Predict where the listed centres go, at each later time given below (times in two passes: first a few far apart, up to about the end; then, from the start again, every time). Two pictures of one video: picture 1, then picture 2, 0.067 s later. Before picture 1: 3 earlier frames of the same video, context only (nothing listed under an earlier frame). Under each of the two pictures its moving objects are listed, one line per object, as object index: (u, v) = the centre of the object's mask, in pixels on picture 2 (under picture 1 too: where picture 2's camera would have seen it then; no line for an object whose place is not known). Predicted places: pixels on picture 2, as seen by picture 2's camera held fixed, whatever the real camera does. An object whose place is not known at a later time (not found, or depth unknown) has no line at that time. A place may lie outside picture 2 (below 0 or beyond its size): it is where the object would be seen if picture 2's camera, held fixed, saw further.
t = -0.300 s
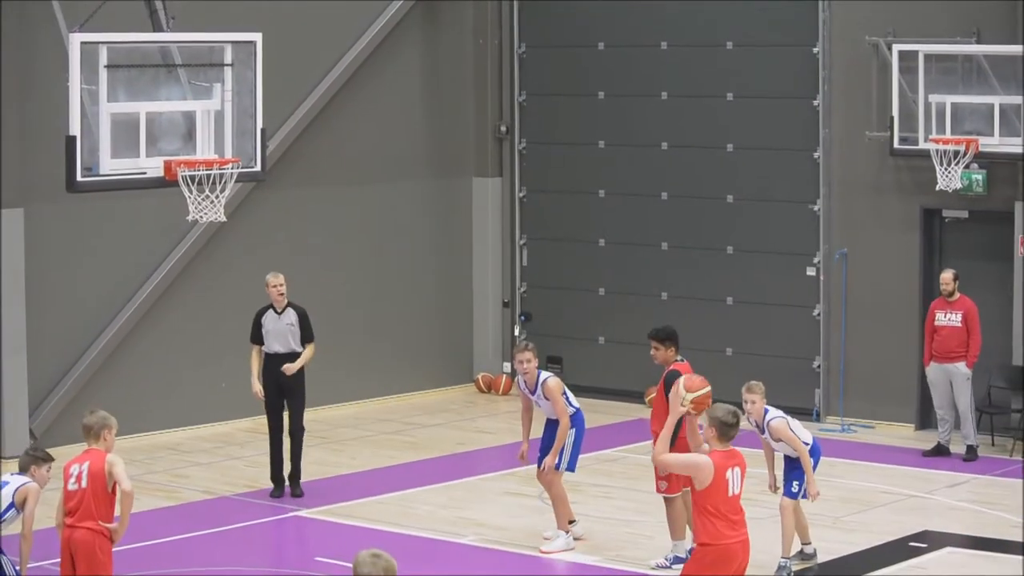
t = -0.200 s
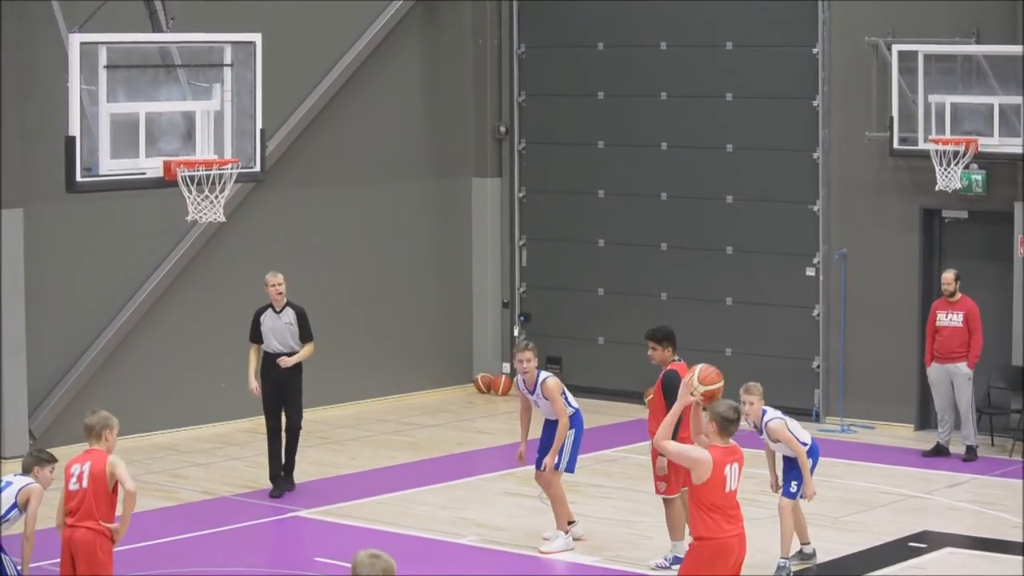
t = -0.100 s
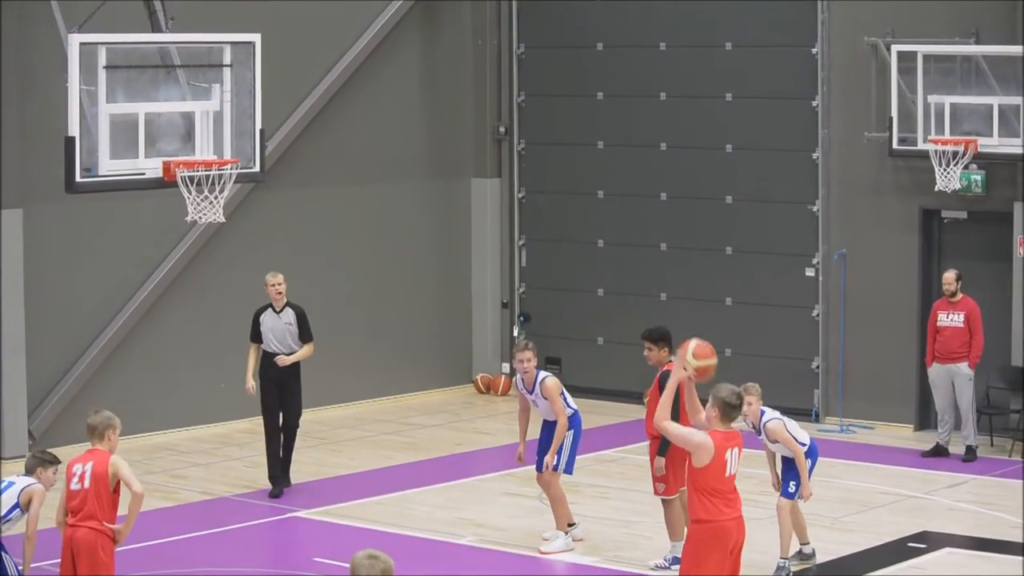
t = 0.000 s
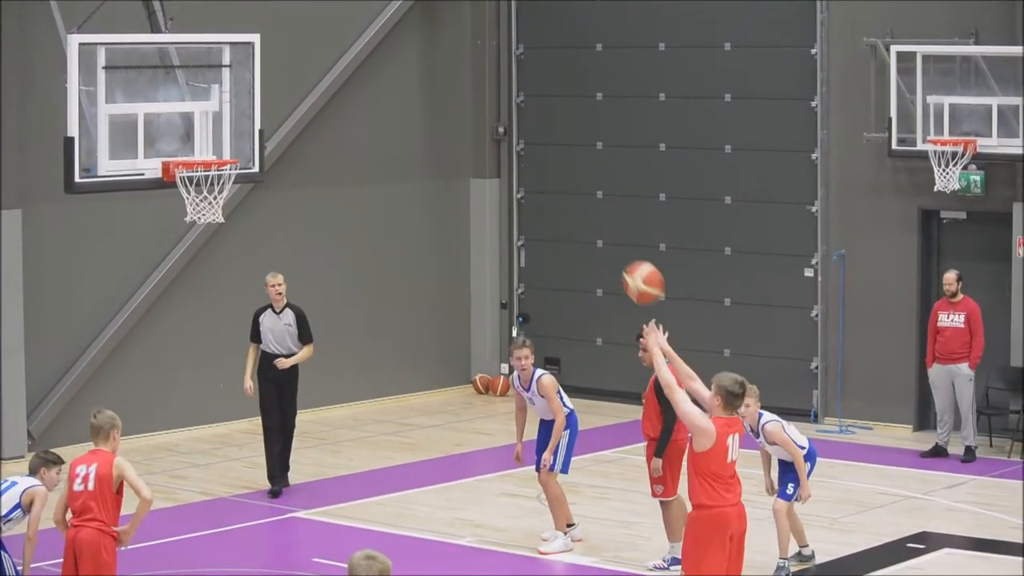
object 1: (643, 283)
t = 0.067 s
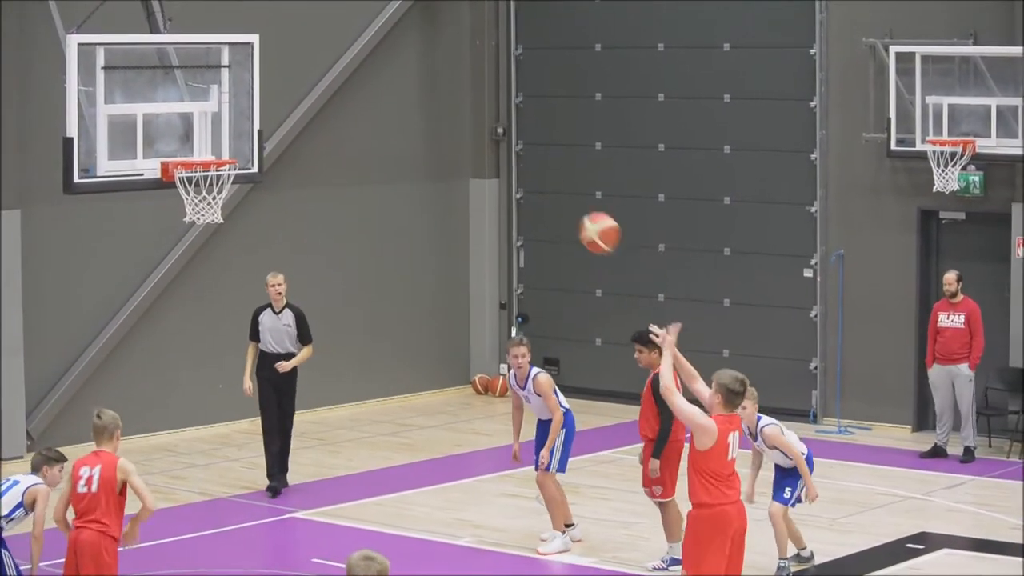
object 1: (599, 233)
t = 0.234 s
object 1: (497, 142)
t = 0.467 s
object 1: (368, 94)
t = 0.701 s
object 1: (253, 126)
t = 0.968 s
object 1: (184, 140)
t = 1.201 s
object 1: (213, 150)
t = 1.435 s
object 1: (211, 170)
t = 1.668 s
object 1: (232, 195)
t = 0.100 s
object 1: (578, 211)
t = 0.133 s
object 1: (558, 191)
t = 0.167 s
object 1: (537, 173)
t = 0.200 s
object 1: (517, 156)
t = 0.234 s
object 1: (497, 142)
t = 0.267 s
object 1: (477, 130)
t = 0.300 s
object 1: (458, 120)
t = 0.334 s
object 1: (440, 111)
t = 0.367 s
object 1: (421, 104)
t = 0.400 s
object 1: (403, 99)
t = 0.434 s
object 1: (386, 96)
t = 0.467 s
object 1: (368, 94)
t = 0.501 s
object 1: (350, 94)
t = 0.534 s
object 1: (333, 96)
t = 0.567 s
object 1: (316, 99)
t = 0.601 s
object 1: (300, 103)
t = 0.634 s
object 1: (284, 110)
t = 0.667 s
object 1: (269, 117)
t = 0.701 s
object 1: (253, 126)
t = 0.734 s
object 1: (237, 137)
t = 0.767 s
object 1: (225, 147)
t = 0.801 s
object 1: (218, 142)
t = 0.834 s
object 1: (211, 139)
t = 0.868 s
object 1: (202, 138)
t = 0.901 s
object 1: (195, 138)
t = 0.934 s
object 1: (188, 139)
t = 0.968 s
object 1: (184, 140)
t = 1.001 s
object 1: (189, 138)
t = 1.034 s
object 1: (195, 138)
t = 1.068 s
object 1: (202, 140)
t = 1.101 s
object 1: (207, 143)
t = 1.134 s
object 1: (214, 147)
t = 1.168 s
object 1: (219, 150)
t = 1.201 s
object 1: (213, 150)
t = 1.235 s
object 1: (206, 150)
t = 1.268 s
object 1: (199, 150)
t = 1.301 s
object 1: (192, 152)
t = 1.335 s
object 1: (188, 154)
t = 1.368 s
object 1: (196, 159)
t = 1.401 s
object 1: (202, 160)
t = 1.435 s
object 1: (211, 170)
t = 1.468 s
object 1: (215, 175)
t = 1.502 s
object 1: (224, 182)
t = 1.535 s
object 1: (229, 186)
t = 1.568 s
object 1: (232, 189)
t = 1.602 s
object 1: (233, 193)
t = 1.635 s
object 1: (233, 193)
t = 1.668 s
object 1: (232, 195)
